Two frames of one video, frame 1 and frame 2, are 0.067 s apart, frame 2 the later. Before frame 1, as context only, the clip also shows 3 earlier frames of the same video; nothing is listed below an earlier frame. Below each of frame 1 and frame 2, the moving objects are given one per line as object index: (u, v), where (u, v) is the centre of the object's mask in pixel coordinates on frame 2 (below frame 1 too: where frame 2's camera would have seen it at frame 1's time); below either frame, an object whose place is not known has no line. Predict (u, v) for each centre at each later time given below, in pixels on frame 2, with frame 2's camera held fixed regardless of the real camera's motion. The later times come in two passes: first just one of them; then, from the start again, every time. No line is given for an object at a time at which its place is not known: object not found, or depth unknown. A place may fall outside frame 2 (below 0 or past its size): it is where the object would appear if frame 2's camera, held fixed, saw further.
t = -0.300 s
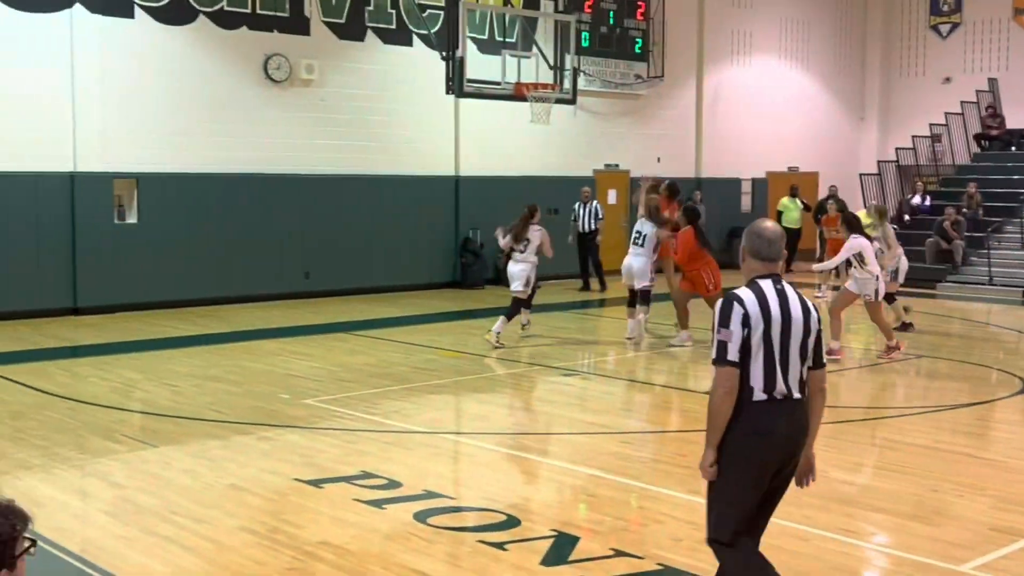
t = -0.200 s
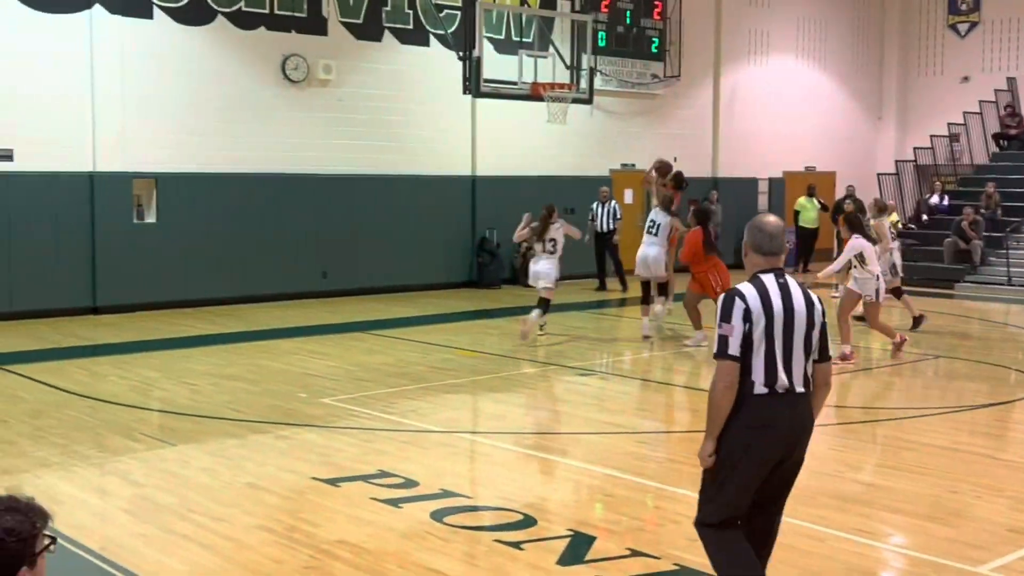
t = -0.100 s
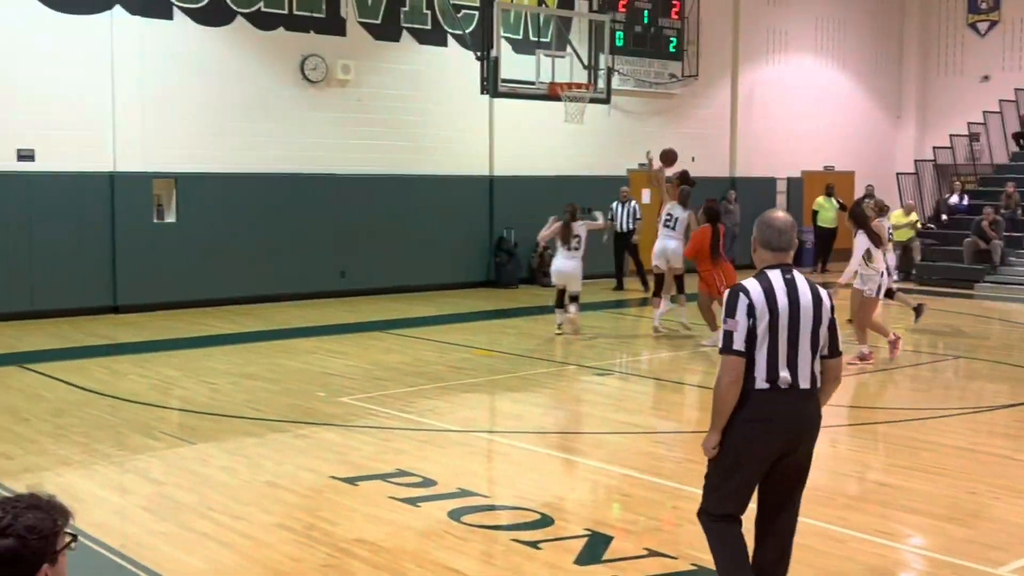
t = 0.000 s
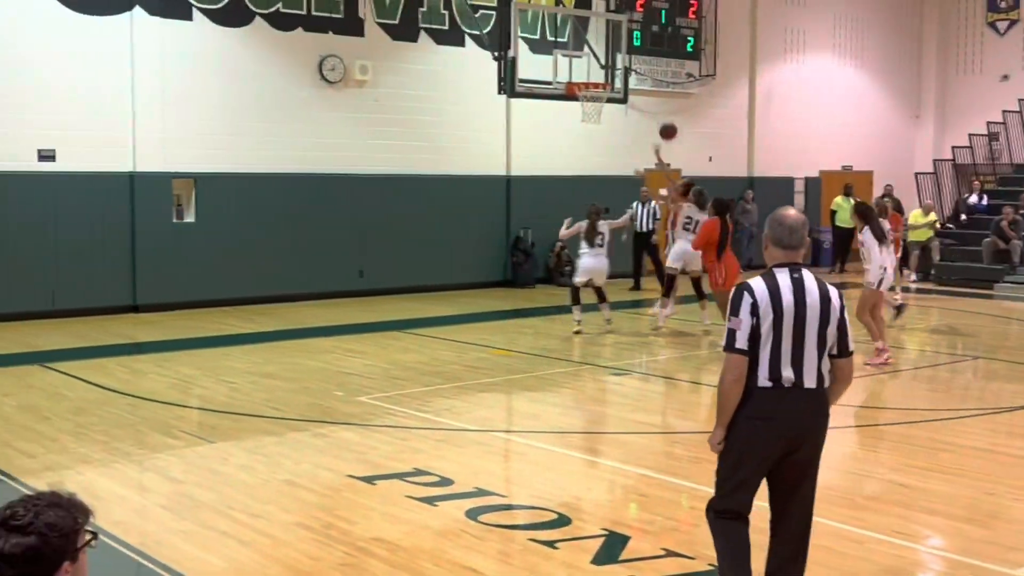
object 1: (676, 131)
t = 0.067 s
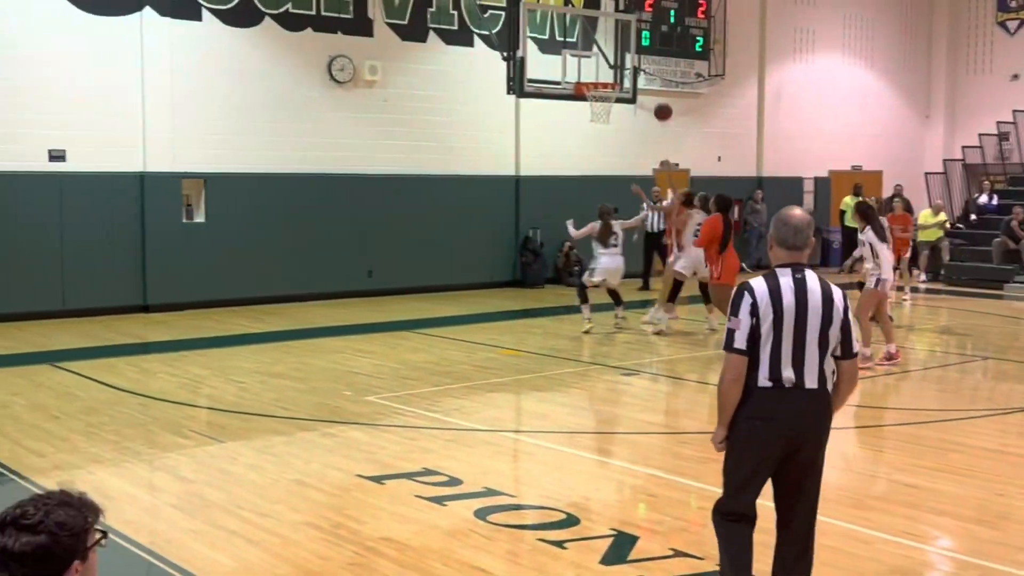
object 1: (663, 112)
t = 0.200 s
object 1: (636, 84)
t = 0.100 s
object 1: (657, 104)
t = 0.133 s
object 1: (650, 96)
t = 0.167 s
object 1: (644, 89)
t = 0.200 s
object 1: (636, 84)
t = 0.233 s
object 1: (629, 78)
